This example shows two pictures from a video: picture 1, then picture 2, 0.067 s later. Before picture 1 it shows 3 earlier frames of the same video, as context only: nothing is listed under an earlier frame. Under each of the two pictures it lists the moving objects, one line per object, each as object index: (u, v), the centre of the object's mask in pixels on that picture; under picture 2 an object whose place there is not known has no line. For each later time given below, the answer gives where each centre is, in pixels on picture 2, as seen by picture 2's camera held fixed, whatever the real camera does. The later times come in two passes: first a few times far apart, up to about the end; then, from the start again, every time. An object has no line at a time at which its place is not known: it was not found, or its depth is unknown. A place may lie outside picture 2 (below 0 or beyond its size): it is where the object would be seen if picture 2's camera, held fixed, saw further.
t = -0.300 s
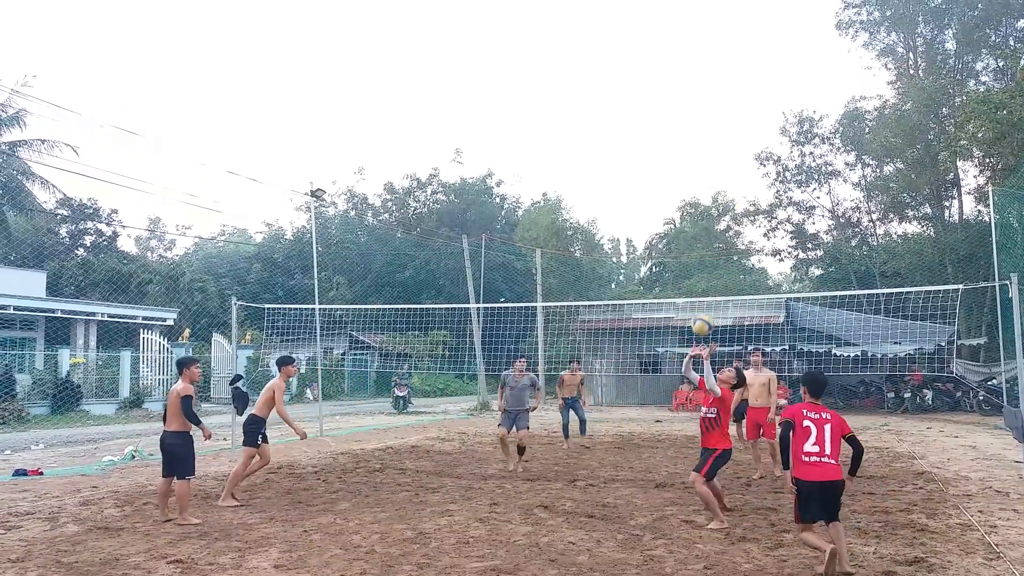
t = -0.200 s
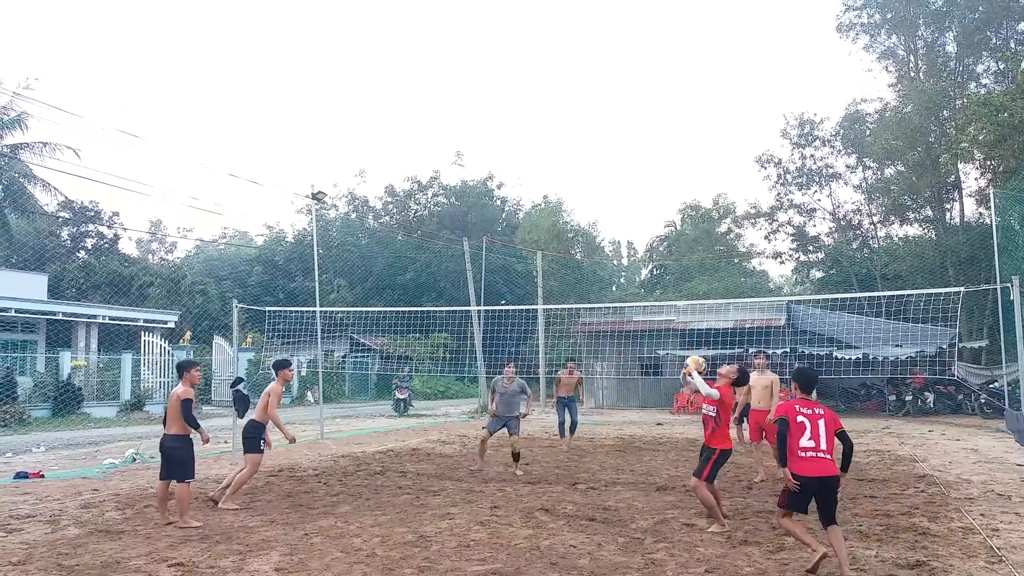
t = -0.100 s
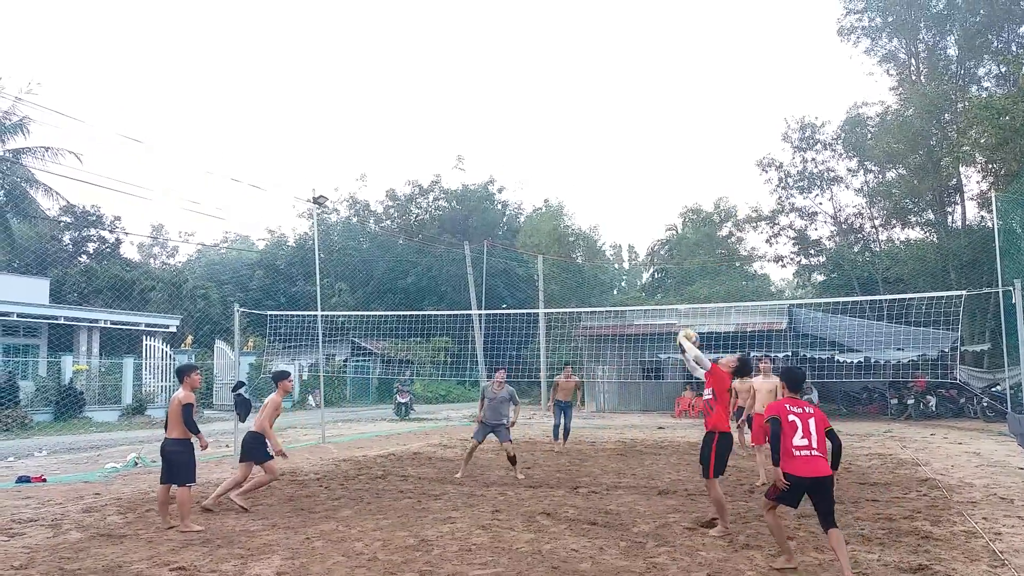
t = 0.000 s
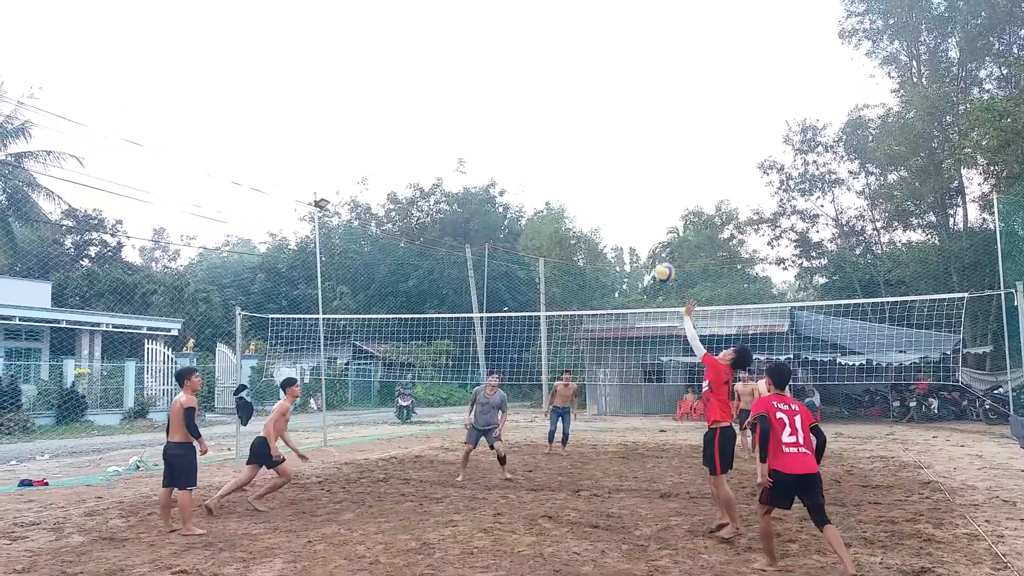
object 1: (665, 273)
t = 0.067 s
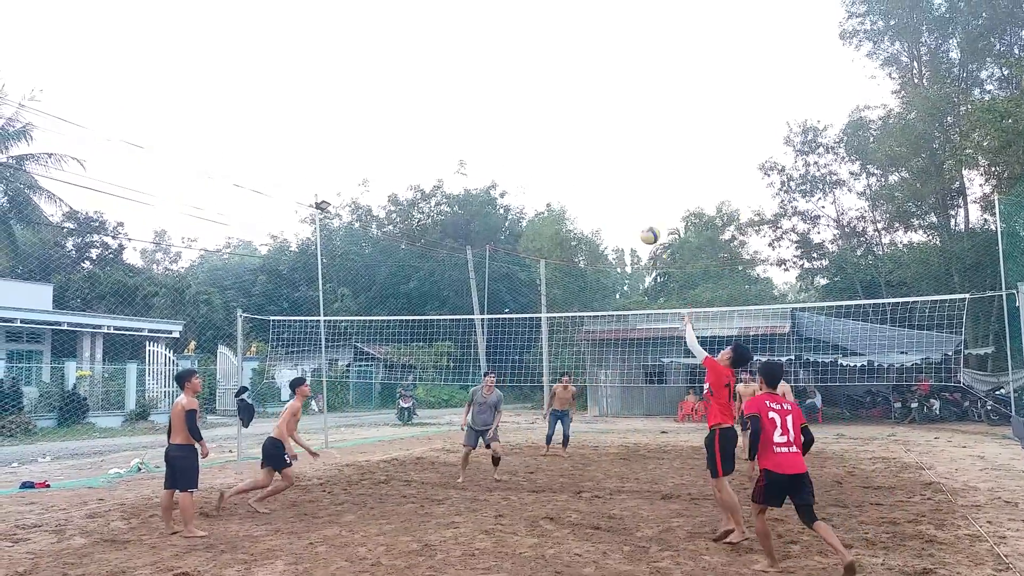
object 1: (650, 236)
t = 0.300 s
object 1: (603, 142)
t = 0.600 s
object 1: (555, 102)
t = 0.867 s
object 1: (519, 128)
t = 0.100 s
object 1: (643, 218)
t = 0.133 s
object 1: (635, 202)
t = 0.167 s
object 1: (628, 188)
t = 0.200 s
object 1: (622, 174)
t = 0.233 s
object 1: (615, 162)
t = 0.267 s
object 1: (609, 151)
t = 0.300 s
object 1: (603, 142)
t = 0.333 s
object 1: (598, 133)
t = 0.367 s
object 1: (592, 125)
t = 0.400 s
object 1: (586, 119)
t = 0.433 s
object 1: (581, 113)
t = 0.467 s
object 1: (576, 109)
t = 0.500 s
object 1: (570, 106)
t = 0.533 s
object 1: (565, 104)
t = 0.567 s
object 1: (560, 102)
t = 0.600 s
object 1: (555, 102)
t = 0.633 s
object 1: (550, 102)
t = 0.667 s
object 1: (545, 103)
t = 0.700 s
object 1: (541, 105)
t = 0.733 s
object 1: (536, 108)
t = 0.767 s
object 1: (532, 112)
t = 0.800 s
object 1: (527, 117)
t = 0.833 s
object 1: (523, 122)
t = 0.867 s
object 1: (519, 128)
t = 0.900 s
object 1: (515, 135)
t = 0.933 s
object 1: (511, 143)
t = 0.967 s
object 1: (507, 151)
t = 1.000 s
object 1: (503, 160)
